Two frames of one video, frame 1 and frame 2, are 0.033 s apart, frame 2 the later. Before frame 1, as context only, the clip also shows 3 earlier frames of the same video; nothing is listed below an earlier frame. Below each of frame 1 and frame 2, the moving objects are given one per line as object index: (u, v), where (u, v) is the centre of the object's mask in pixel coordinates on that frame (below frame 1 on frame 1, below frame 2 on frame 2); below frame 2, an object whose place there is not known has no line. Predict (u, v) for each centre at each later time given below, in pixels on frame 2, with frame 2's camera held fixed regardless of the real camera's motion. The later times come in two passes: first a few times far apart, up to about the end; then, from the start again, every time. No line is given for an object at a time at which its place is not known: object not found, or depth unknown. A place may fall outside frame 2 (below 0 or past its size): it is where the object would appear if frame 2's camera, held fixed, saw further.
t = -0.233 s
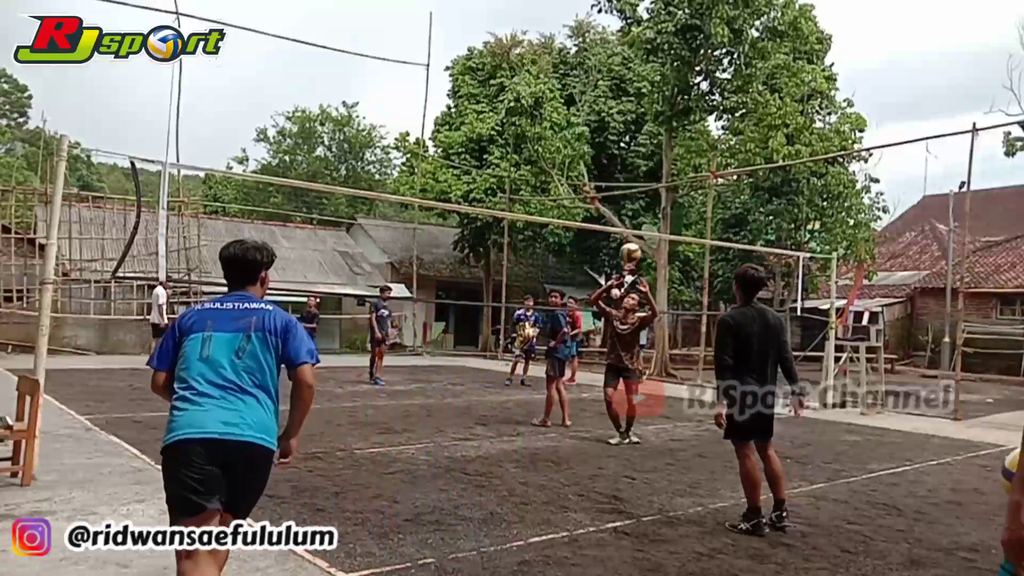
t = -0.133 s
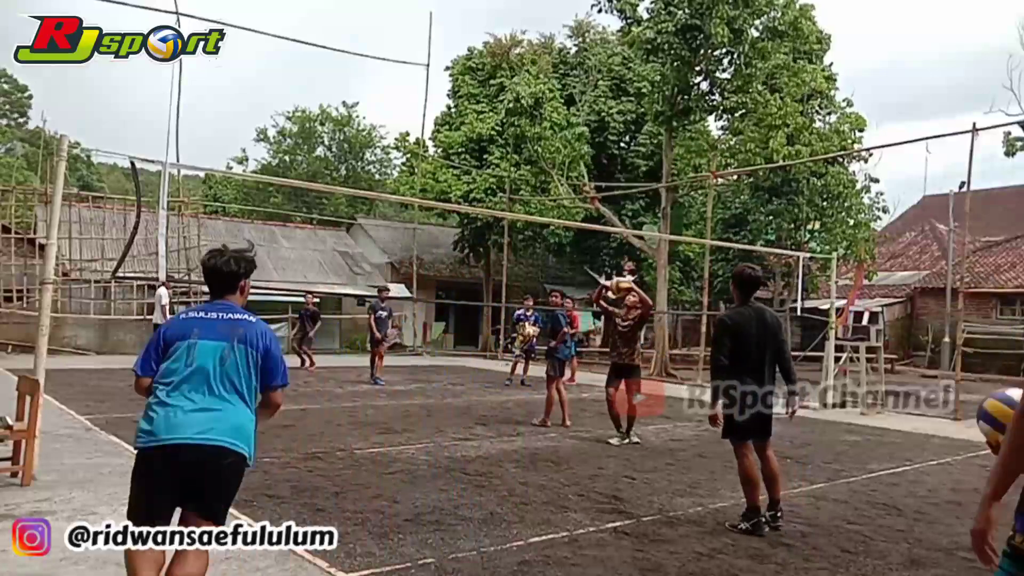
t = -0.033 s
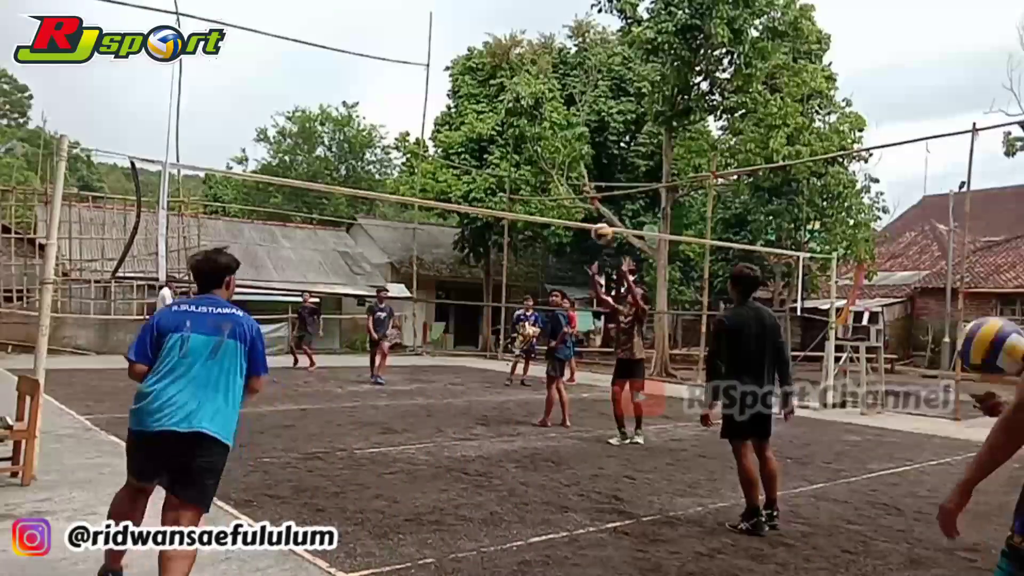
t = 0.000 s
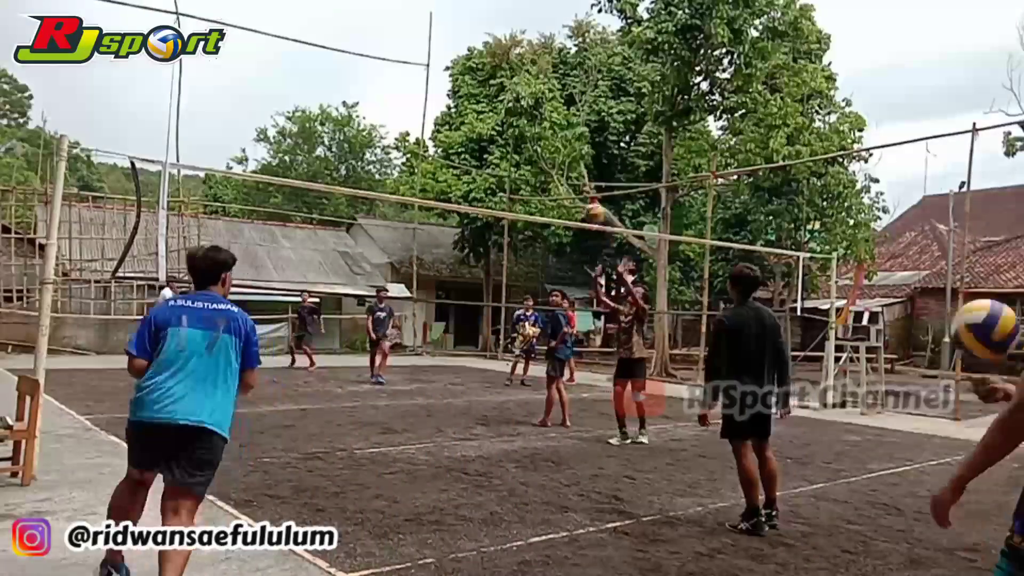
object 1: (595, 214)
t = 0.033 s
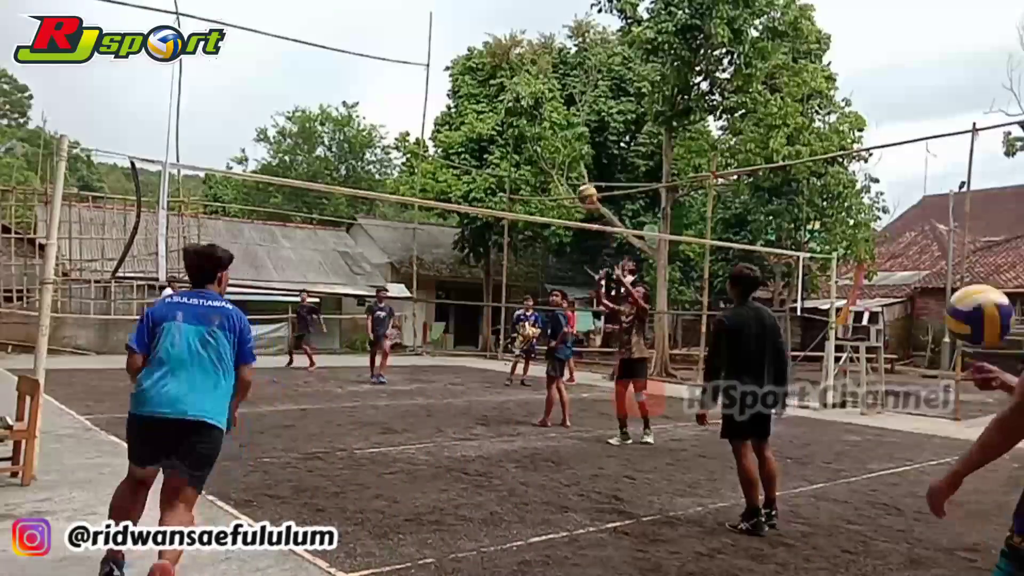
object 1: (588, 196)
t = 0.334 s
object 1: (513, 68)
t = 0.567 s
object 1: (447, 27)
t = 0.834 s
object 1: (360, 52)
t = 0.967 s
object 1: (313, 98)
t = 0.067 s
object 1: (579, 178)
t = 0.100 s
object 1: (571, 160)
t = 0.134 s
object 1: (564, 144)
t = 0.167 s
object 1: (555, 129)
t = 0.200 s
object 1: (548, 115)
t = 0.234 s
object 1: (540, 102)
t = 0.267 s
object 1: (531, 89)
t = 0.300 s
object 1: (522, 78)
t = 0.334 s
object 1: (513, 68)
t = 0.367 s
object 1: (505, 58)
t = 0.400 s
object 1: (497, 52)
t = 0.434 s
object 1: (486, 43)
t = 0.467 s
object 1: (478, 38)
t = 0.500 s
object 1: (467, 33)
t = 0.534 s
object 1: (457, 29)
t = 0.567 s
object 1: (447, 27)
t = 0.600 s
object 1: (436, 26)
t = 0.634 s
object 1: (426, 25)
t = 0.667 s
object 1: (416, 26)
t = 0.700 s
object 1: (405, 29)
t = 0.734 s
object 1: (394, 33)
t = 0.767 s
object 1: (383, 38)
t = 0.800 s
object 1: (372, 44)
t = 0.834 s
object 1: (360, 52)
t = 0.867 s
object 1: (349, 62)
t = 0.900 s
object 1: (337, 72)
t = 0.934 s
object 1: (325, 84)
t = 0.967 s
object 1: (313, 98)
